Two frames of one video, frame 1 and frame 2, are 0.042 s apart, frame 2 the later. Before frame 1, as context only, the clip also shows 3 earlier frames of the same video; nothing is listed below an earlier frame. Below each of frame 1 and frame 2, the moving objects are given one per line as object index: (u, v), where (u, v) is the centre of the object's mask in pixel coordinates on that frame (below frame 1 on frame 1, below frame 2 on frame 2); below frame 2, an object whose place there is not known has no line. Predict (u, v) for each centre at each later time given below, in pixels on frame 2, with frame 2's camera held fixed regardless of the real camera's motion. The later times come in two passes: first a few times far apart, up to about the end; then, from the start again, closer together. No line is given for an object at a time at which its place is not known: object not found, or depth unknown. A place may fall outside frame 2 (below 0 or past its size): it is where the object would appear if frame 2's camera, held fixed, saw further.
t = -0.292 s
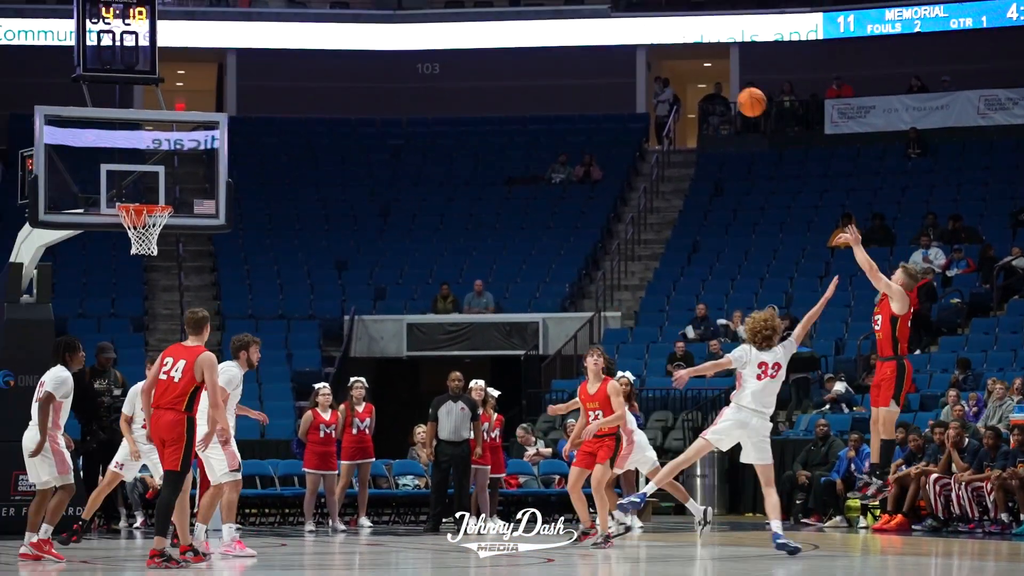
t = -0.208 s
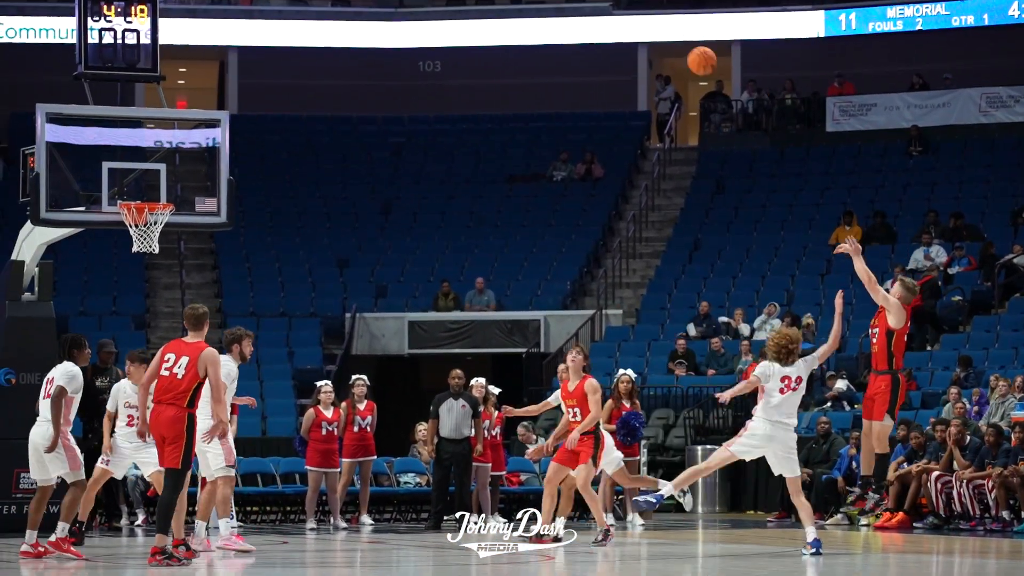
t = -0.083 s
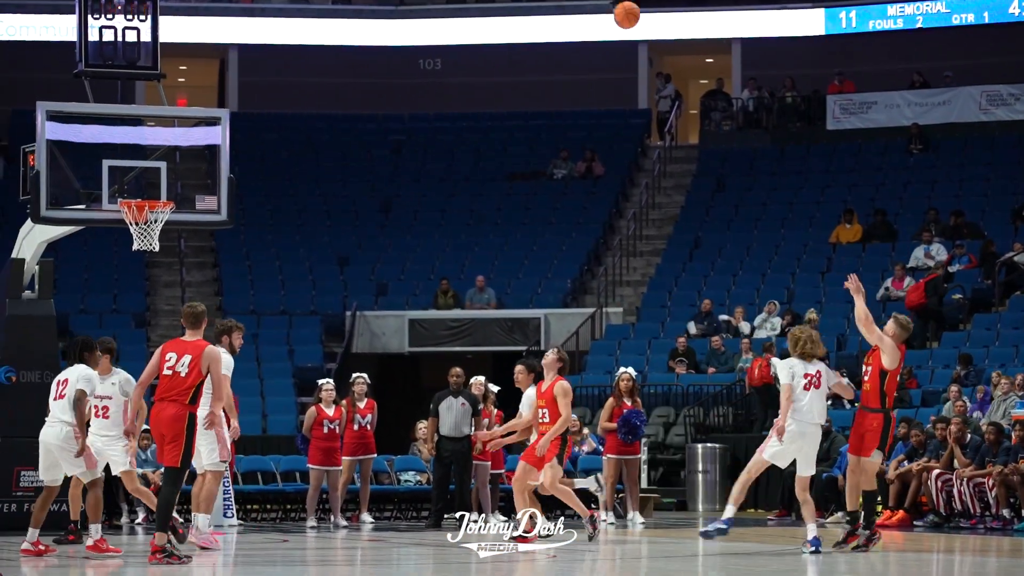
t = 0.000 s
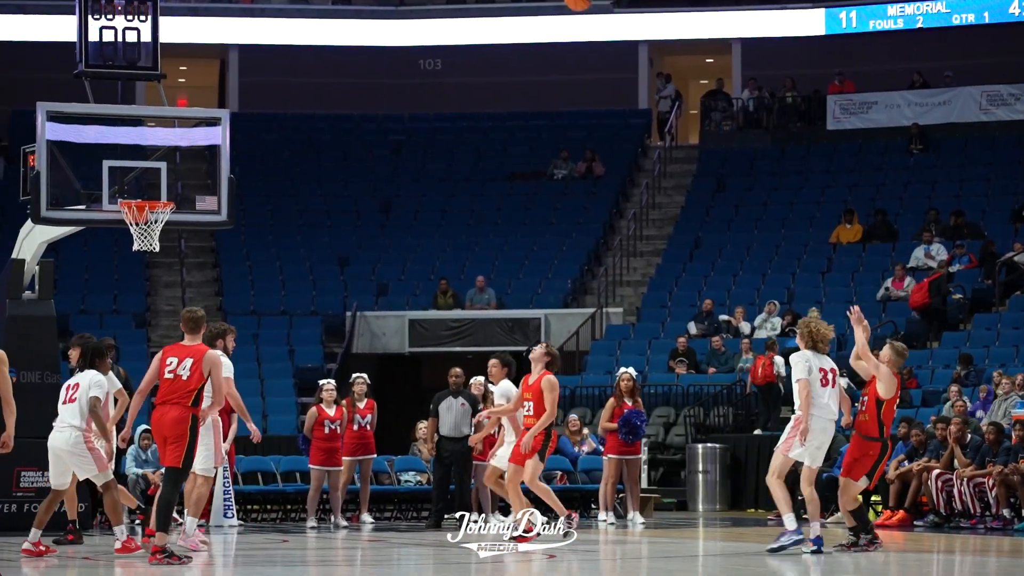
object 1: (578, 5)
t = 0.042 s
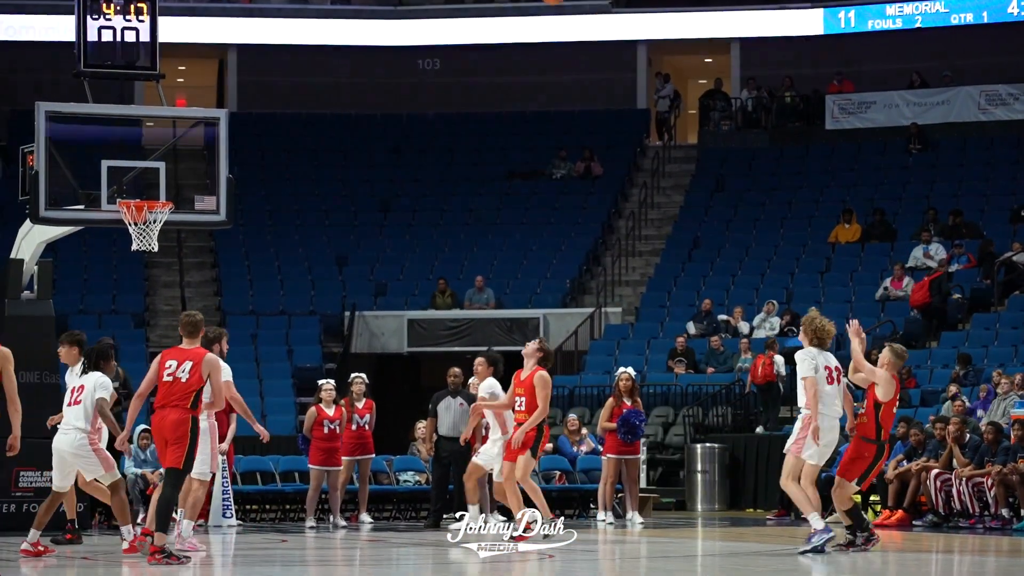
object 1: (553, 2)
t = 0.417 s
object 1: (345, 19)
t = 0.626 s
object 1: (238, 98)
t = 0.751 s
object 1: (176, 166)
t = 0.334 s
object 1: (390, 5)
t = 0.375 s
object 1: (367, 10)
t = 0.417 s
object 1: (345, 19)
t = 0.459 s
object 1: (323, 31)
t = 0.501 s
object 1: (302, 45)
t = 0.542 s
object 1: (280, 61)
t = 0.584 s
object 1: (259, 79)
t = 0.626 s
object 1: (238, 98)
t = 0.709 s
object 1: (196, 142)
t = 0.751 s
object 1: (176, 166)
